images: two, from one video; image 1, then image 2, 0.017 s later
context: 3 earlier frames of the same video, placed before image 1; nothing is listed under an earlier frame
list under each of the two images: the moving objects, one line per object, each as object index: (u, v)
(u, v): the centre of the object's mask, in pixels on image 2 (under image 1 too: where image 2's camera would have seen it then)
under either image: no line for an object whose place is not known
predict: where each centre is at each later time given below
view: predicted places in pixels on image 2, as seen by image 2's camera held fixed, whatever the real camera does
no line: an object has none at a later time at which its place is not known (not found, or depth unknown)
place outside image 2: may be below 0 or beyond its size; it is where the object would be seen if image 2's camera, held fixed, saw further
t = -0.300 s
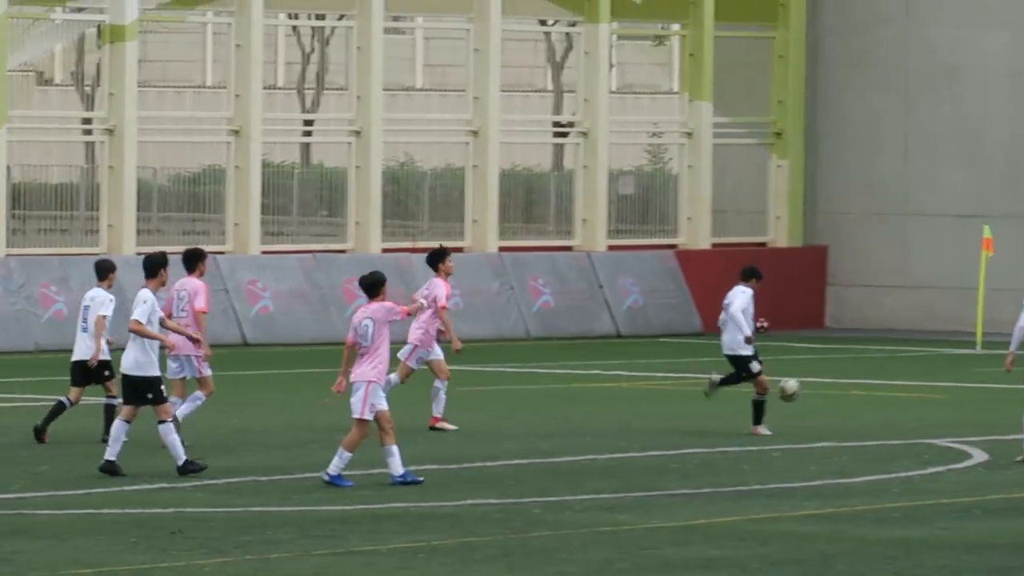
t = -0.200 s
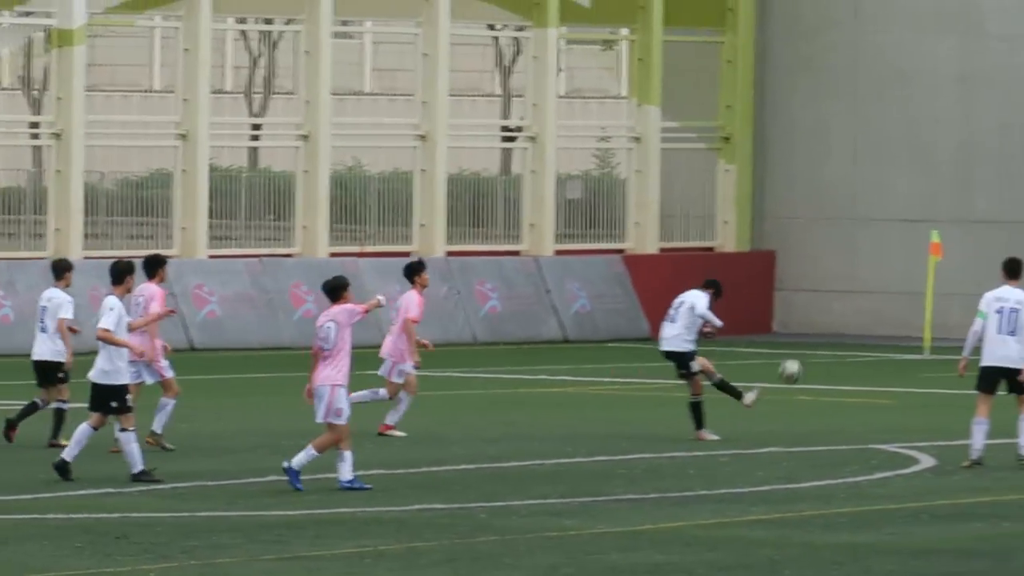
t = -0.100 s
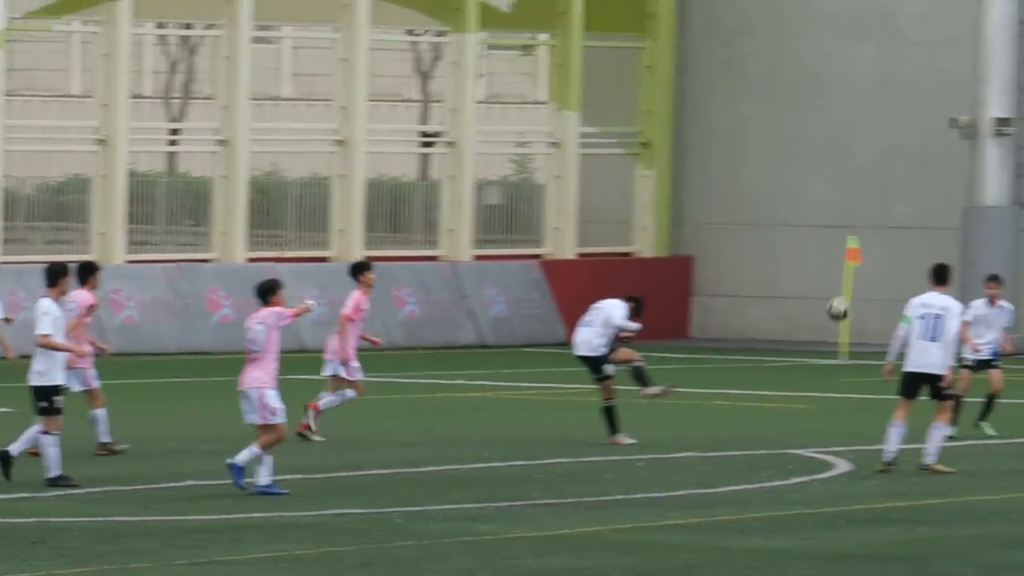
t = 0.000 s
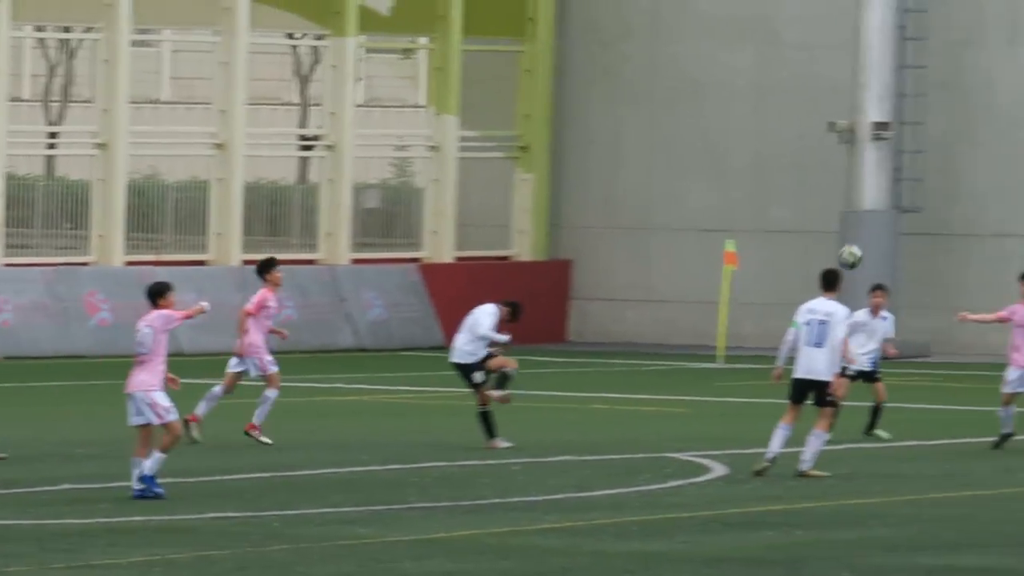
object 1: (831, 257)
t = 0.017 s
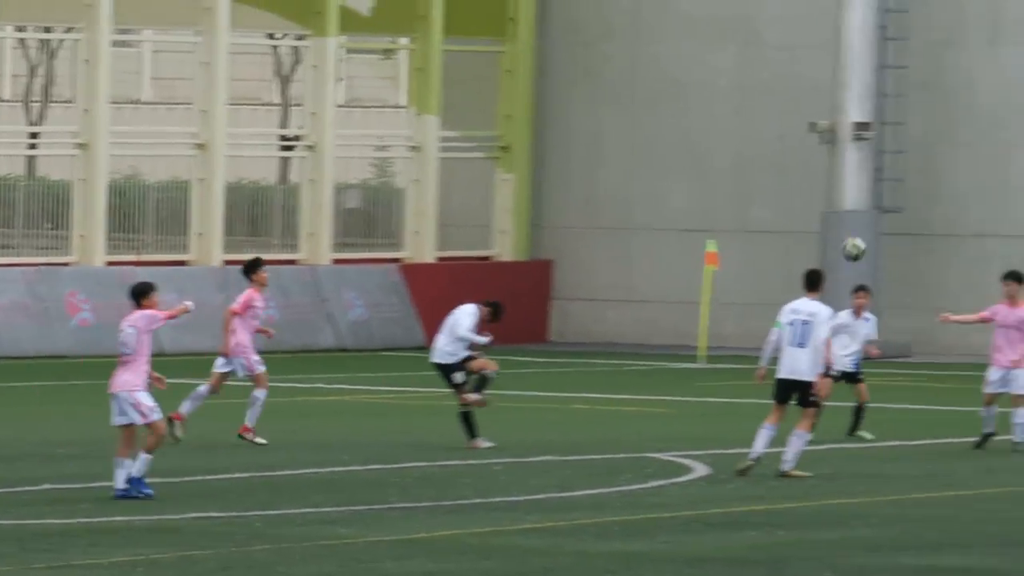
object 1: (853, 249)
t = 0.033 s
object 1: (877, 241)
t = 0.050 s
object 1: (898, 233)
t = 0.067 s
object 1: (919, 227)
